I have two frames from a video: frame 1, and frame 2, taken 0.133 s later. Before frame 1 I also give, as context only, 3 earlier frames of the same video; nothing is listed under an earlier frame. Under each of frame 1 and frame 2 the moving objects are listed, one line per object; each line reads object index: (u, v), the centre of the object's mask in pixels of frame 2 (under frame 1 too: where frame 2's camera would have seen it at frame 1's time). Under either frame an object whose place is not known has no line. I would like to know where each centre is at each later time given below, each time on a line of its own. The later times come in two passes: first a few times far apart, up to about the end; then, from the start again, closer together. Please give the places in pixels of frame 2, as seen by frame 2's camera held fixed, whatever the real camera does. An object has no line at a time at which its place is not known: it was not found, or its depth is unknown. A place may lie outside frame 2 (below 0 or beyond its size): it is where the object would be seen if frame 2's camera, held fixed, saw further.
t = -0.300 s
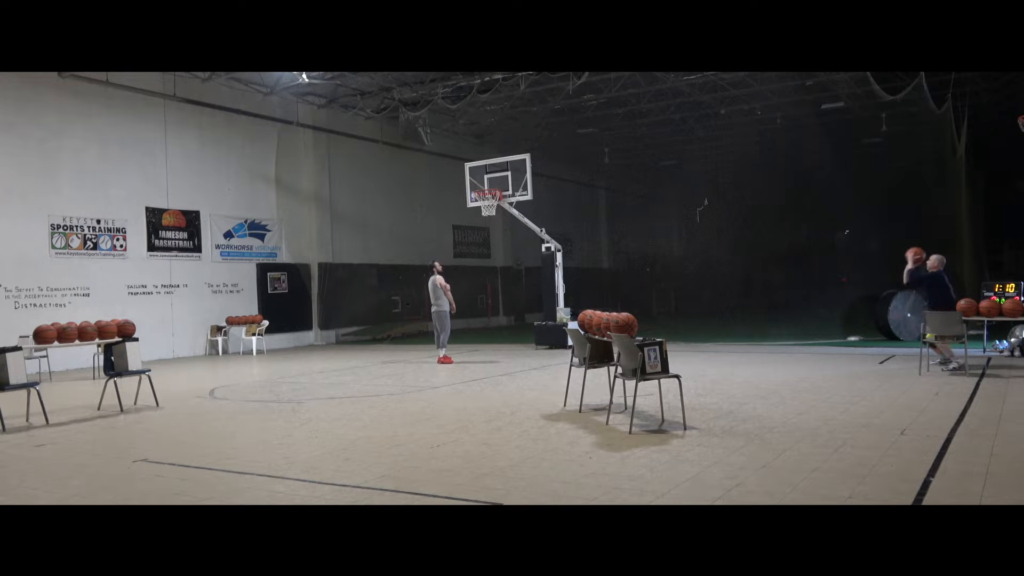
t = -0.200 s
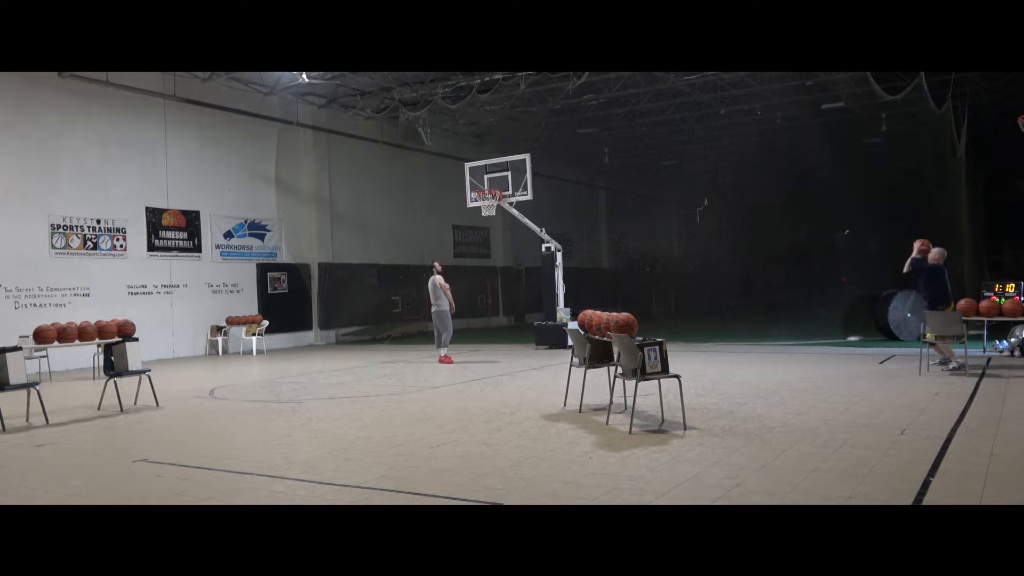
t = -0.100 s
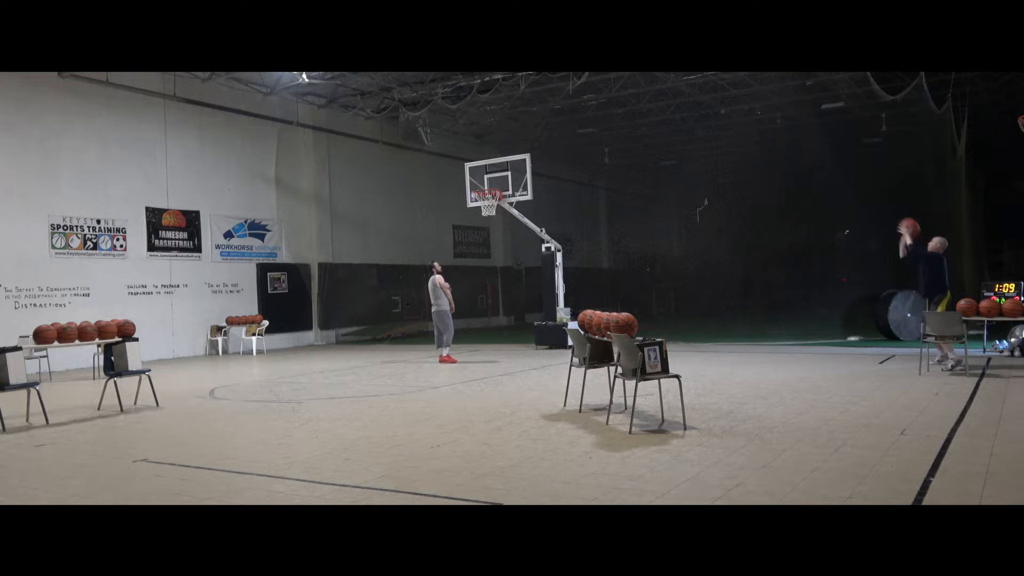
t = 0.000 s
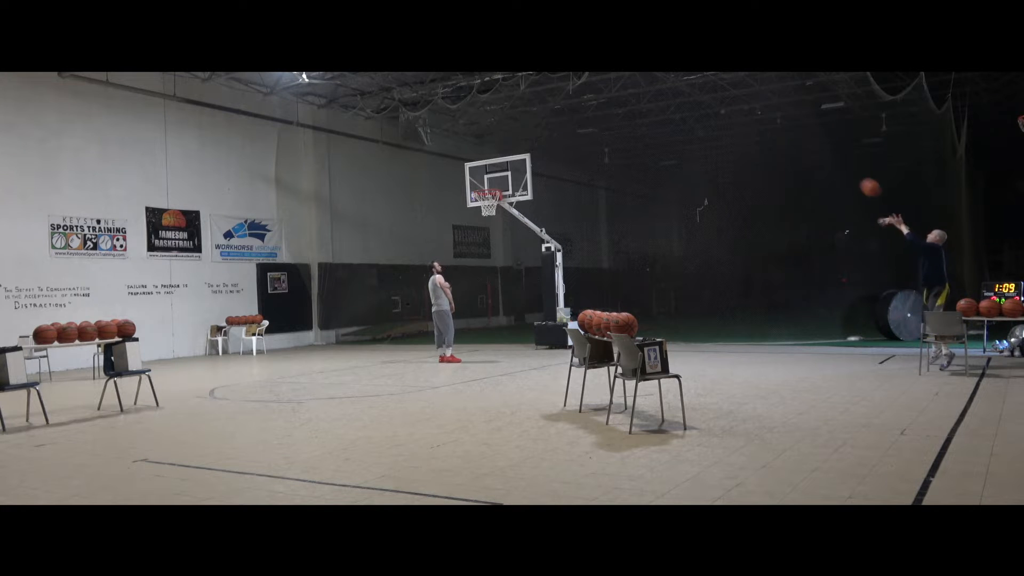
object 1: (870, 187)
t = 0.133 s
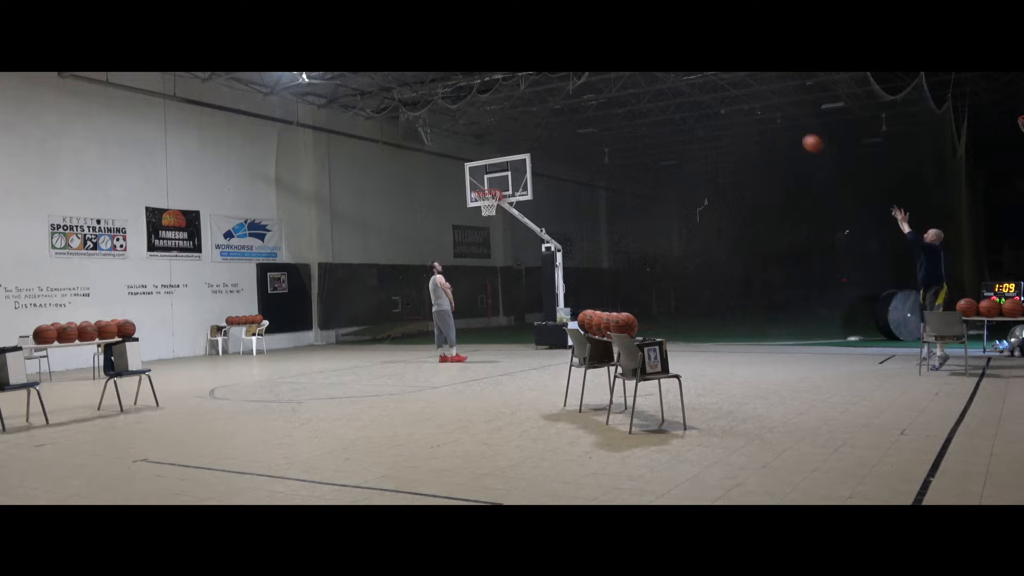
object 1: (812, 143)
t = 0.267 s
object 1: (758, 113)
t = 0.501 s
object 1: (675, 90)
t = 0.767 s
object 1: (593, 103)
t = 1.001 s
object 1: (529, 146)
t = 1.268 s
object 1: (479, 208)
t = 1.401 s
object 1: (473, 217)
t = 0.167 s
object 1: (798, 134)
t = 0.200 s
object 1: (784, 126)
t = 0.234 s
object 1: (771, 119)
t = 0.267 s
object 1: (758, 113)
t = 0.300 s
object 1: (746, 107)
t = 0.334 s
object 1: (733, 102)
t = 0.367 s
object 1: (721, 98)
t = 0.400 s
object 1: (710, 95)
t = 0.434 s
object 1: (698, 93)
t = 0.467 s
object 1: (687, 91)
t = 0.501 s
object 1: (675, 90)
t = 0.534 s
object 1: (664, 89)
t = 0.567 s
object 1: (654, 89)
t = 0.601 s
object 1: (643, 90)
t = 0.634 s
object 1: (633, 92)
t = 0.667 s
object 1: (623, 94)
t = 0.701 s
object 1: (612, 96)
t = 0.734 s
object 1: (603, 99)
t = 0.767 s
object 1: (593, 103)
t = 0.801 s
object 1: (583, 108)
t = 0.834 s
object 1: (574, 113)
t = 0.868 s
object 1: (564, 119)
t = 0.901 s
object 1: (555, 125)
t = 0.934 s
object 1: (547, 131)
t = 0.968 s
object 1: (538, 139)
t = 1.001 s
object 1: (529, 146)
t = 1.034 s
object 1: (521, 153)
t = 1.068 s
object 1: (513, 163)
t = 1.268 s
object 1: (479, 208)
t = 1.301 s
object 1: (477, 208)
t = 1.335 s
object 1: (475, 211)
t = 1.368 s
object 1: (475, 214)
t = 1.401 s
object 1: (473, 217)
